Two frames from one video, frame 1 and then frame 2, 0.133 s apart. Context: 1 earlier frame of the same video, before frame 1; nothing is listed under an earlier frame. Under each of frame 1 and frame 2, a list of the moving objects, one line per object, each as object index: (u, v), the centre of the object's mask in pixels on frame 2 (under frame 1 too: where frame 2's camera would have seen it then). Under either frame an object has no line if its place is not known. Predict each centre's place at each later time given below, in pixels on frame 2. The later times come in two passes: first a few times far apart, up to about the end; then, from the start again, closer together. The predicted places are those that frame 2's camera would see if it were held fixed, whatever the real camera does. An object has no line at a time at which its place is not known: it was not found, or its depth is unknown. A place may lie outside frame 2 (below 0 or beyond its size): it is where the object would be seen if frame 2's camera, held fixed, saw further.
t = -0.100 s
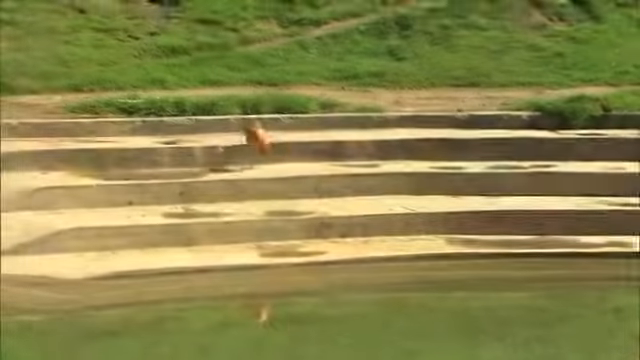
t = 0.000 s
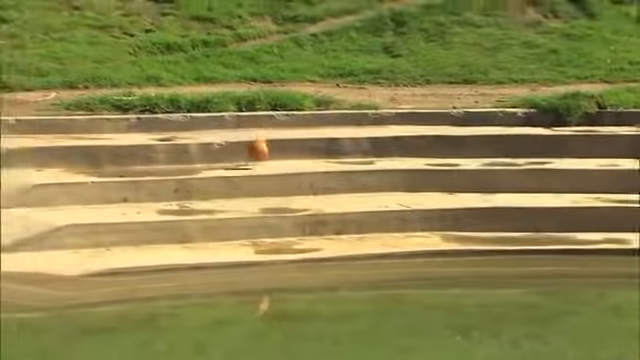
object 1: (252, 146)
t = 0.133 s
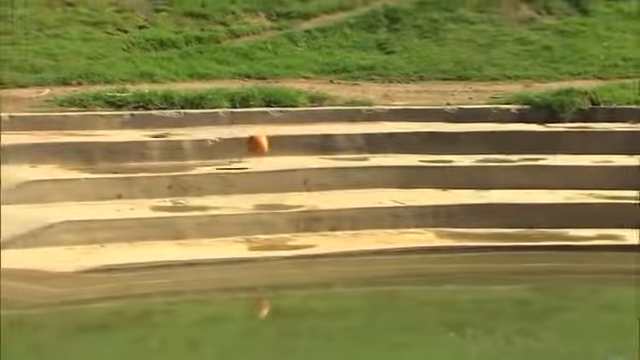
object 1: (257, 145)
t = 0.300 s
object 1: (267, 141)
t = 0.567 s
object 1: (281, 187)
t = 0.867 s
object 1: (301, 194)
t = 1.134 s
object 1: (321, 252)
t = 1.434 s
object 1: (323, 262)
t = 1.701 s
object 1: (323, 263)
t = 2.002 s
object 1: (321, 267)
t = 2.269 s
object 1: (321, 265)
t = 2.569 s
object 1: (319, 268)
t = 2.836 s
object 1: (319, 269)
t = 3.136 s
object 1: (319, 269)
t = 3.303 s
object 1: (320, 270)
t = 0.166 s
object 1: (260, 142)
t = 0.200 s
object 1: (262, 141)
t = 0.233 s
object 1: (264, 141)
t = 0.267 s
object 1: (265, 141)
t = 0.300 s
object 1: (267, 141)
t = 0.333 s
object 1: (269, 142)
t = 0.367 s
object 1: (270, 147)
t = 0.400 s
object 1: (271, 150)
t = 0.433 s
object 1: (272, 154)
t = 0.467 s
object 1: (275, 161)
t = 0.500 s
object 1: (276, 170)
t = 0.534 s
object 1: (279, 176)
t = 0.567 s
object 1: (281, 187)
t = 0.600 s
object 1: (282, 197)
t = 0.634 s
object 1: (284, 197)
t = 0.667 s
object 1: (287, 193)
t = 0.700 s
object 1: (289, 191)
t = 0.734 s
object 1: (292, 190)
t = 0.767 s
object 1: (294, 190)
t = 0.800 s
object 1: (296, 190)
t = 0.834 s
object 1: (298, 192)
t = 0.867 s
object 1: (301, 194)
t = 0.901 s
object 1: (303, 198)
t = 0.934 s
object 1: (304, 204)
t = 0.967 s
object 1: (307, 210)
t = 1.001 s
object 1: (311, 217)
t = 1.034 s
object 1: (314, 225)
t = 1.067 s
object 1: (316, 234)
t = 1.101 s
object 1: (318, 244)
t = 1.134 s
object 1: (321, 252)
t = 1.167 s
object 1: (320, 257)
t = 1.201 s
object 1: (325, 257)
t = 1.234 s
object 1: (327, 259)
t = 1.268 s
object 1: (327, 259)
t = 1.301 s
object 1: (325, 260)
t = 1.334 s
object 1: (325, 260)
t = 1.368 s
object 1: (324, 262)
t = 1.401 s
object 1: (324, 262)
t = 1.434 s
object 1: (323, 262)
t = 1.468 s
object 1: (322, 262)
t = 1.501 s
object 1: (320, 263)
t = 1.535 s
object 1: (322, 261)
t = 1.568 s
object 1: (323, 262)
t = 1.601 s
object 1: (323, 260)
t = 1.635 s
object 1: (323, 261)
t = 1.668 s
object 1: (323, 261)
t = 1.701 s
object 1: (323, 263)
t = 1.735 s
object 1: (323, 264)
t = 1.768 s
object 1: (322, 264)
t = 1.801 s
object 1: (322, 266)
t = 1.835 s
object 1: (320, 267)
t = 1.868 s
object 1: (321, 267)
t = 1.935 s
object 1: (320, 268)
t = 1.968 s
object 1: (322, 268)
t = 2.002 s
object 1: (321, 267)
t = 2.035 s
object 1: (320, 267)
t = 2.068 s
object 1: (320, 267)
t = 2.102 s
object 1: (320, 266)
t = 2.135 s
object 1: (321, 266)
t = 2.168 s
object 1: (321, 266)
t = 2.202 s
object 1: (321, 266)
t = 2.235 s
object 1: (321, 266)
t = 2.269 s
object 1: (321, 265)
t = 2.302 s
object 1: (321, 265)
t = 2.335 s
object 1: (320, 265)
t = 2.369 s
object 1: (320, 265)
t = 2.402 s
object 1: (320, 266)
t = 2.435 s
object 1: (320, 267)
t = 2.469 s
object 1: (319, 267)
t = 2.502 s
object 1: (319, 267)
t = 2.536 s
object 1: (319, 267)
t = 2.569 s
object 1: (319, 268)
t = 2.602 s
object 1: (319, 268)
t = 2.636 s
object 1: (319, 268)
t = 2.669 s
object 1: (319, 269)
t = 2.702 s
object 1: (319, 269)
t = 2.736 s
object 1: (319, 269)
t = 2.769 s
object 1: (319, 269)
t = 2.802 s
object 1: (319, 269)
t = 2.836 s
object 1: (319, 269)
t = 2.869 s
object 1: (320, 268)
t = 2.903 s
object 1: (320, 269)
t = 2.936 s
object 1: (320, 269)
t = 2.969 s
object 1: (320, 269)
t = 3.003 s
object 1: (320, 268)
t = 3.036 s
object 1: (320, 268)
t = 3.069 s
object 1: (320, 269)
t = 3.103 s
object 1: (320, 269)
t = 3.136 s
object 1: (319, 269)
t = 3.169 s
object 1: (319, 269)
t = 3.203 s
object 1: (319, 270)
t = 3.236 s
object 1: (319, 270)
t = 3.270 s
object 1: (320, 270)
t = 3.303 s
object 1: (320, 270)
